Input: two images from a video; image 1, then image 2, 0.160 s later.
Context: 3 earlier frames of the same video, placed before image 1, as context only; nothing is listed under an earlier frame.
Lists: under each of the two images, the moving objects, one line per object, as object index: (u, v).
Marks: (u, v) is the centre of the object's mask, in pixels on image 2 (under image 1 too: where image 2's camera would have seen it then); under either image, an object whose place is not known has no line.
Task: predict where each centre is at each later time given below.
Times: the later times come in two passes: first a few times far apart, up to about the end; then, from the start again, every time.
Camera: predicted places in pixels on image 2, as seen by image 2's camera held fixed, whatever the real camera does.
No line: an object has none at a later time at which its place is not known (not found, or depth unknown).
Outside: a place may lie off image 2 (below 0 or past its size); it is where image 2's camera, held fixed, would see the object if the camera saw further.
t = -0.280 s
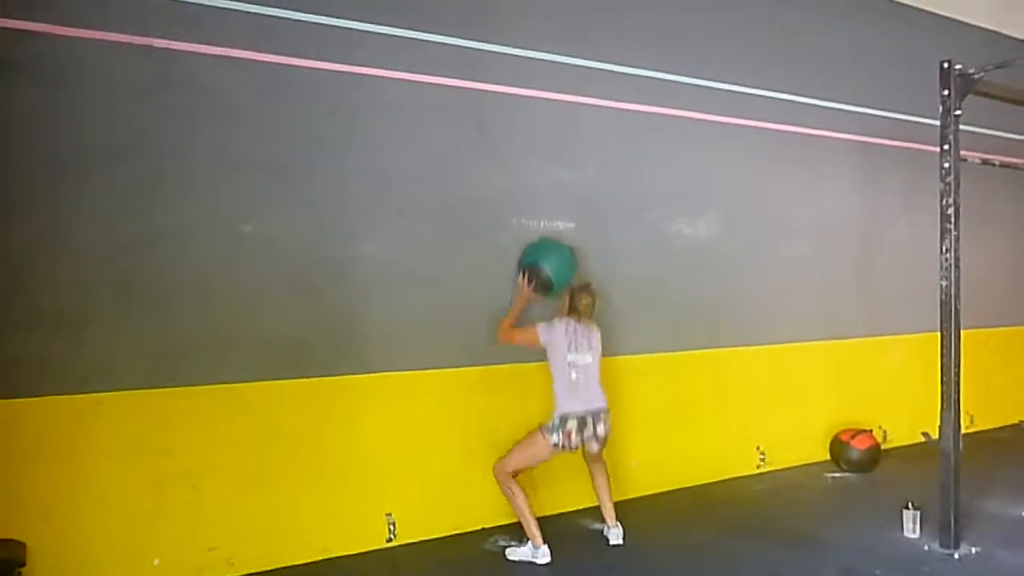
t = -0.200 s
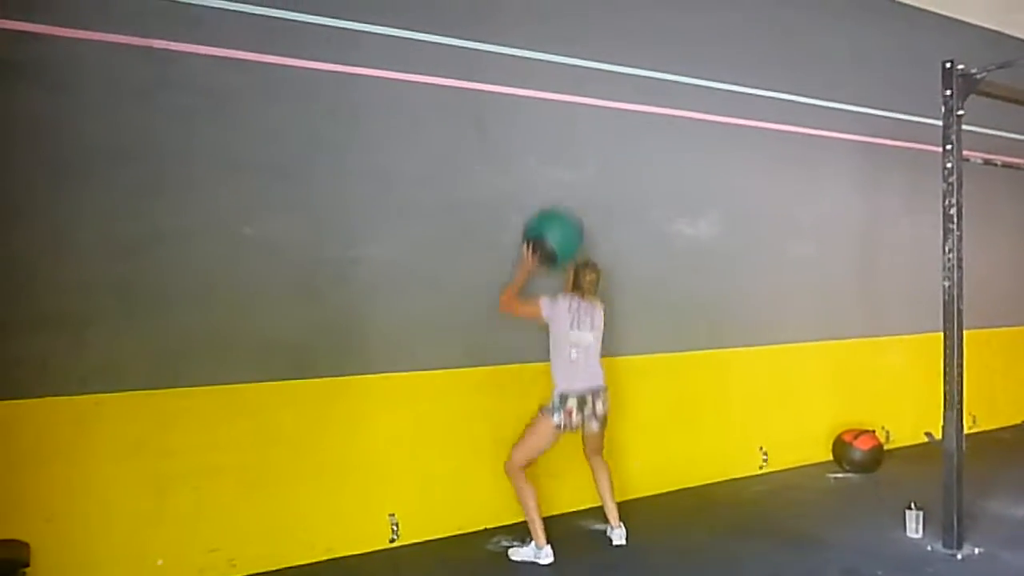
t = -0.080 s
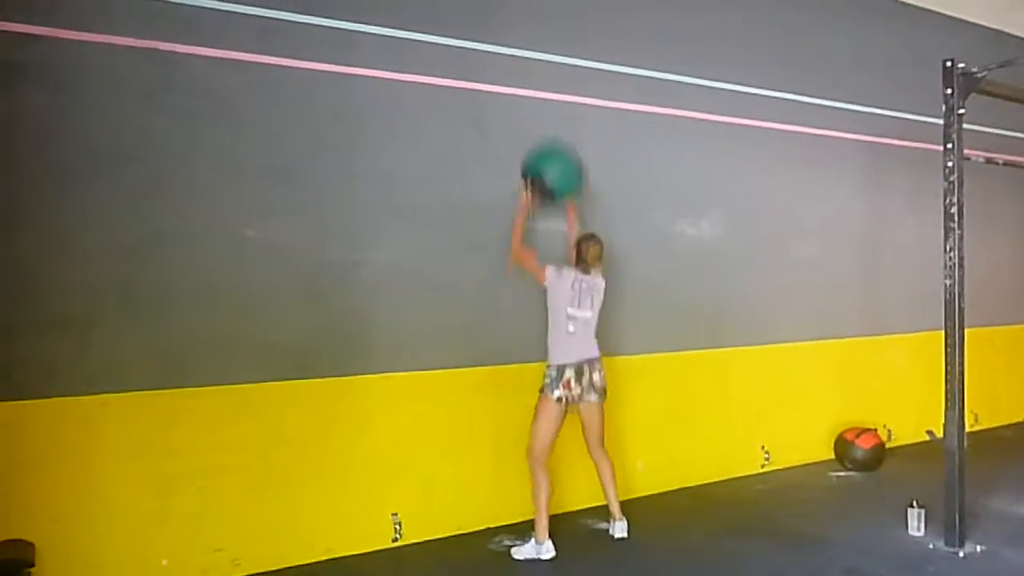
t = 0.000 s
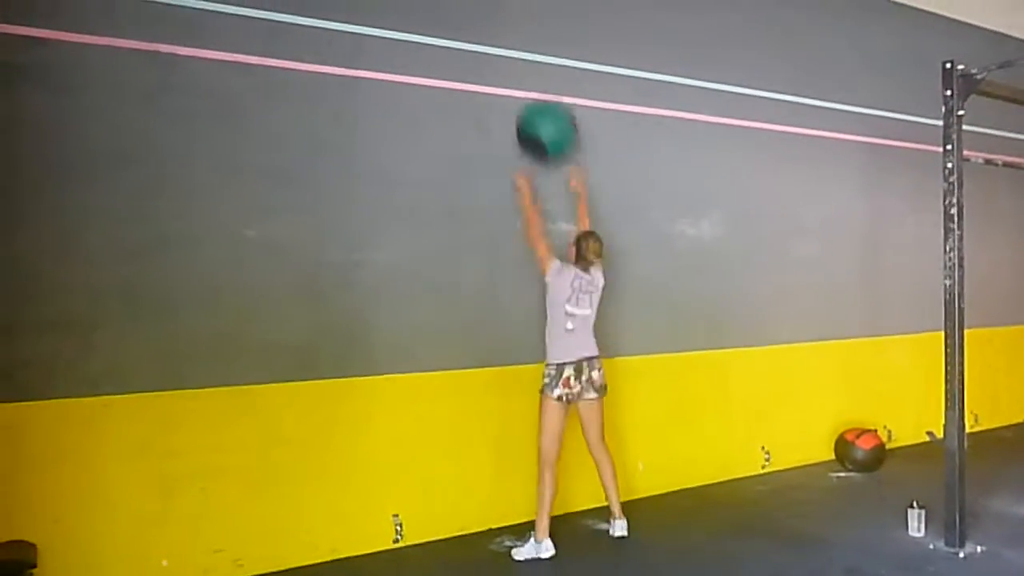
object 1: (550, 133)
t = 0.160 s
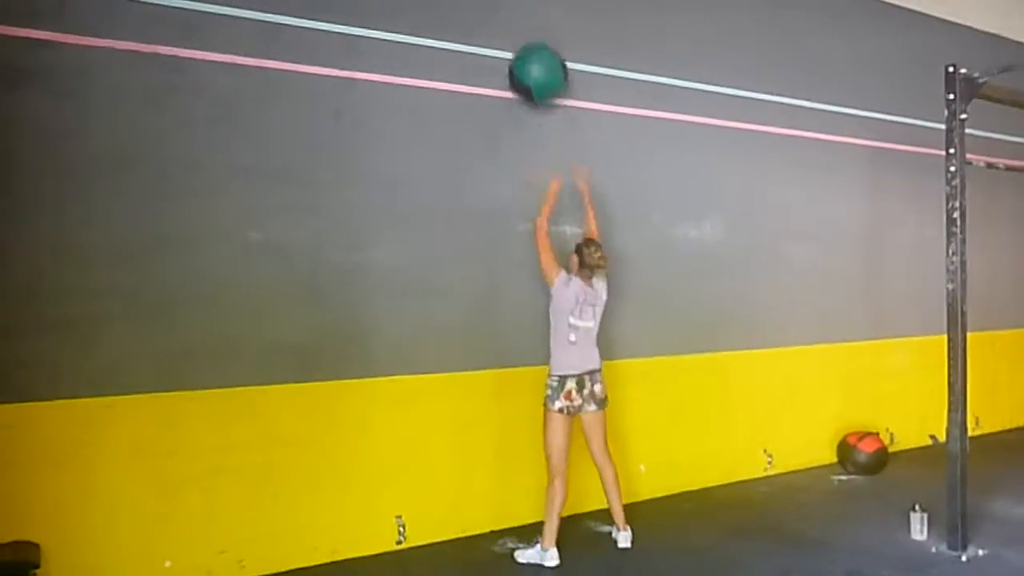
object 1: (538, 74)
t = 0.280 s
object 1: (529, 57)
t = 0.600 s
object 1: (538, 114)
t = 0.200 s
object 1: (535, 65)
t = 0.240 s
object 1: (532, 60)
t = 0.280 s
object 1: (529, 57)
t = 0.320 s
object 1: (528, 57)
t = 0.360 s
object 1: (529, 57)
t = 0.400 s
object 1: (530, 60)
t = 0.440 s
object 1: (532, 65)
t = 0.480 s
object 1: (533, 74)
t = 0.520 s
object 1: (534, 86)
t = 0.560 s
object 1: (536, 98)
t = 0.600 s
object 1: (538, 114)
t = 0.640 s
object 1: (539, 133)
